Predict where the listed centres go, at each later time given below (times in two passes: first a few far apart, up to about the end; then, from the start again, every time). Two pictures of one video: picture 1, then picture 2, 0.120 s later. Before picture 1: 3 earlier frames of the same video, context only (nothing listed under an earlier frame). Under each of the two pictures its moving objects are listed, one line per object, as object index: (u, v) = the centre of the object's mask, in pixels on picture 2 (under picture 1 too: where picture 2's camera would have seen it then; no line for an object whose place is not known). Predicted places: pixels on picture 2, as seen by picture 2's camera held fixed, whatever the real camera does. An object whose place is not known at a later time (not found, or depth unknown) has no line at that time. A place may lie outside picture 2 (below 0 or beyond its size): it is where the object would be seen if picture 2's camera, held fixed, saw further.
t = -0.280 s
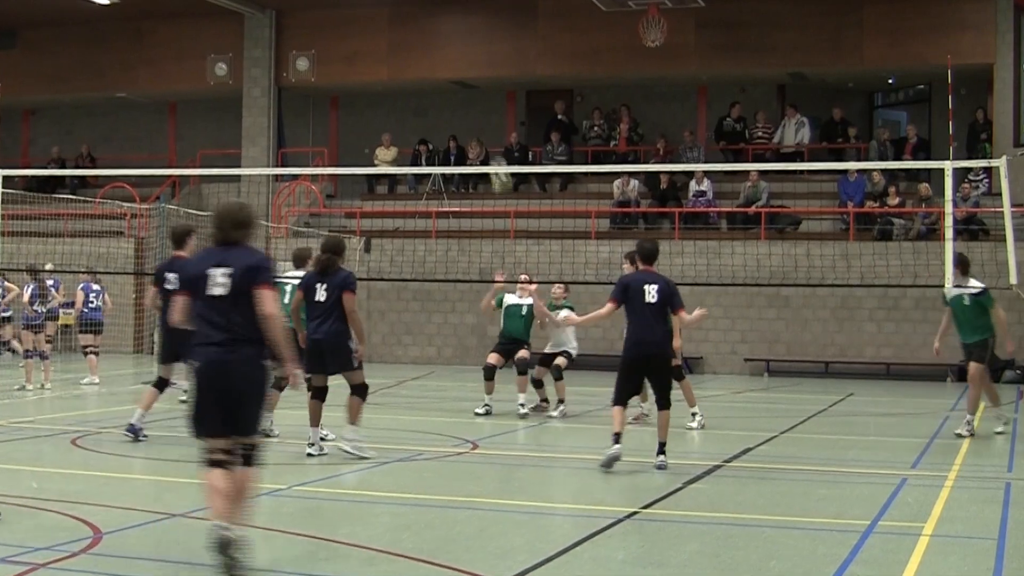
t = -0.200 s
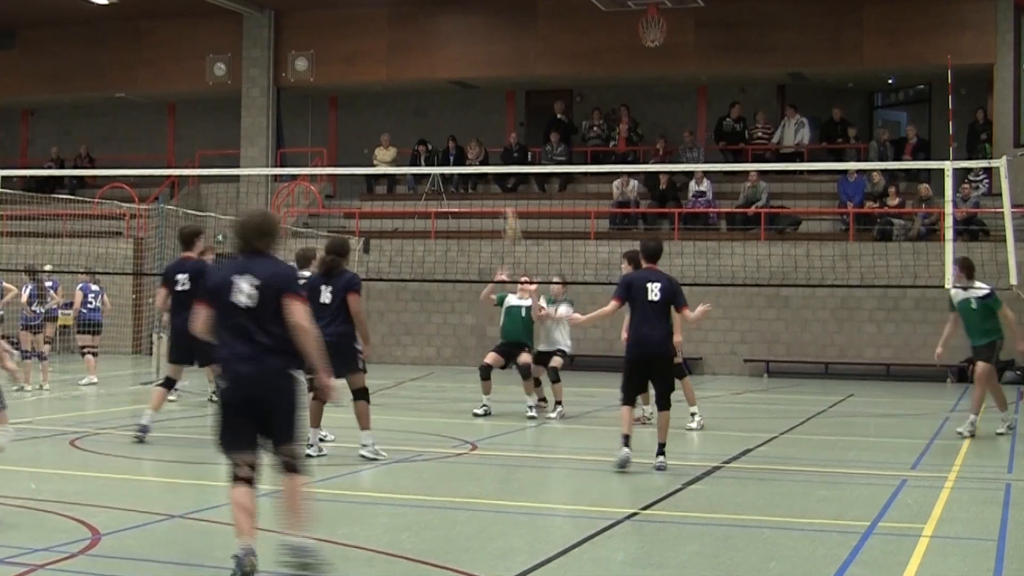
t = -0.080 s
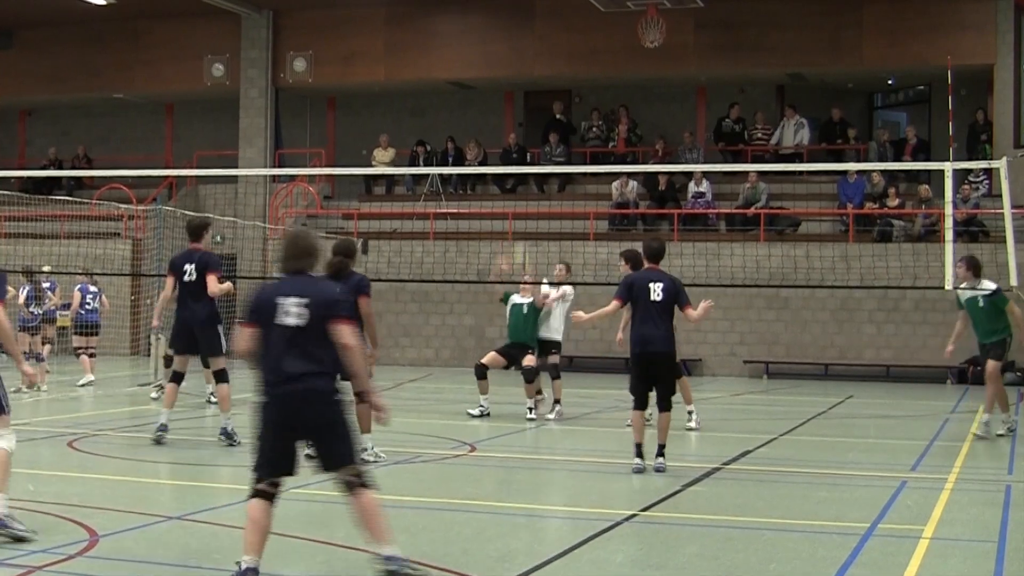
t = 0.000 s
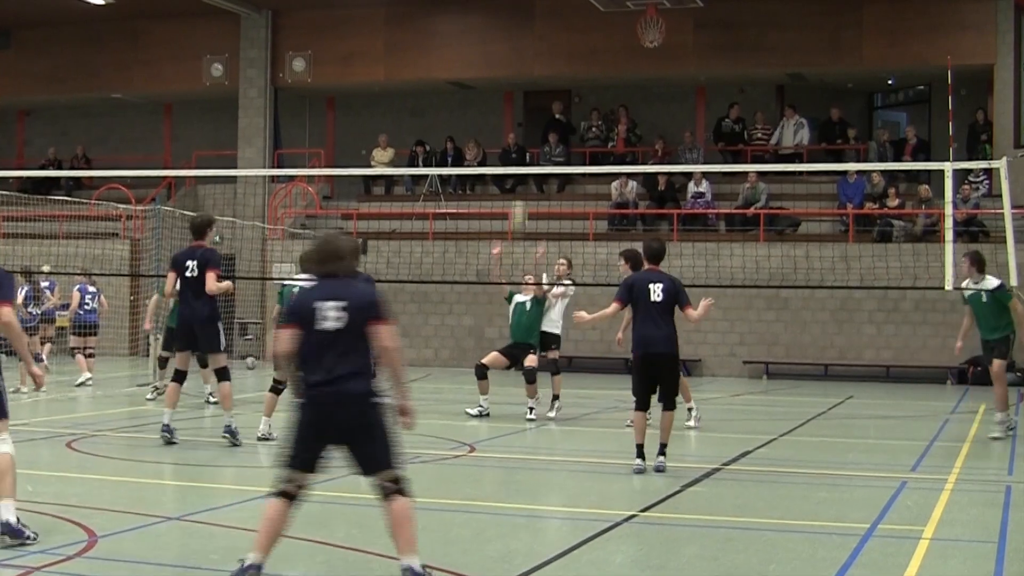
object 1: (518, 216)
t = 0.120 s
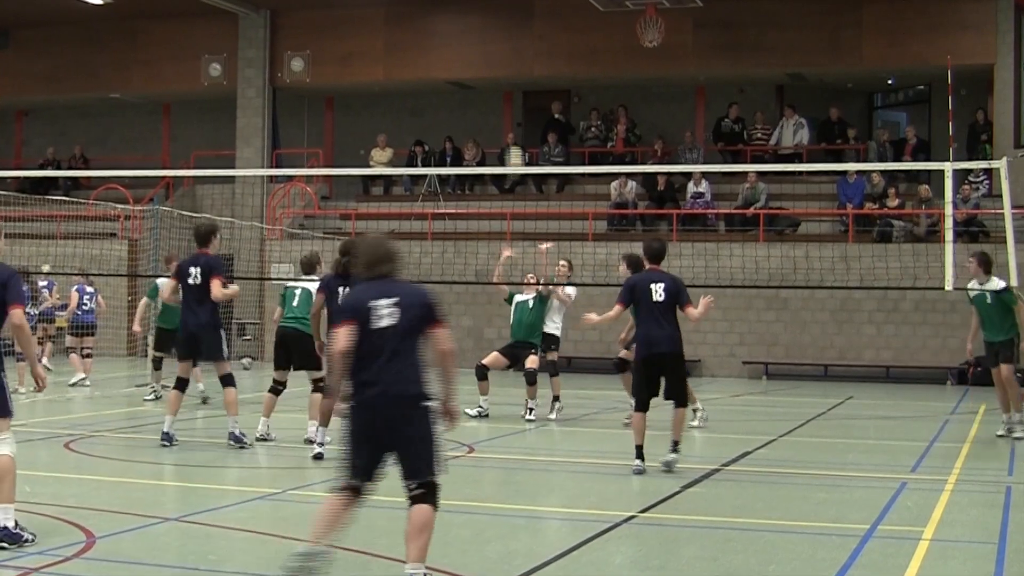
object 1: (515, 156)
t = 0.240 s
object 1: (511, 118)
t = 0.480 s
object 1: (505, 67)
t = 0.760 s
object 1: (494, 77)
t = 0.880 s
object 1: (489, 108)
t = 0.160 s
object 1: (513, 146)
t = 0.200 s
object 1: (512, 131)
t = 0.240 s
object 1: (511, 118)
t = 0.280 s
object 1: (511, 106)
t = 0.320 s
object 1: (510, 95)
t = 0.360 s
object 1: (508, 86)
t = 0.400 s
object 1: (507, 78)
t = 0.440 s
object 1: (506, 72)
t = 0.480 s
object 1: (505, 67)
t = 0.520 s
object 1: (503, 64)
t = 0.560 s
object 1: (502, 62)
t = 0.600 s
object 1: (500, 62)
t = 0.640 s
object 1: (499, 63)
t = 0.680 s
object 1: (497, 67)
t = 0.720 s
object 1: (496, 71)
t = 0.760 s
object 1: (494, 77)
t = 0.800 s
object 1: (493, 86)
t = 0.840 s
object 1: (492, 96)
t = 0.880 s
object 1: (489, 108)
